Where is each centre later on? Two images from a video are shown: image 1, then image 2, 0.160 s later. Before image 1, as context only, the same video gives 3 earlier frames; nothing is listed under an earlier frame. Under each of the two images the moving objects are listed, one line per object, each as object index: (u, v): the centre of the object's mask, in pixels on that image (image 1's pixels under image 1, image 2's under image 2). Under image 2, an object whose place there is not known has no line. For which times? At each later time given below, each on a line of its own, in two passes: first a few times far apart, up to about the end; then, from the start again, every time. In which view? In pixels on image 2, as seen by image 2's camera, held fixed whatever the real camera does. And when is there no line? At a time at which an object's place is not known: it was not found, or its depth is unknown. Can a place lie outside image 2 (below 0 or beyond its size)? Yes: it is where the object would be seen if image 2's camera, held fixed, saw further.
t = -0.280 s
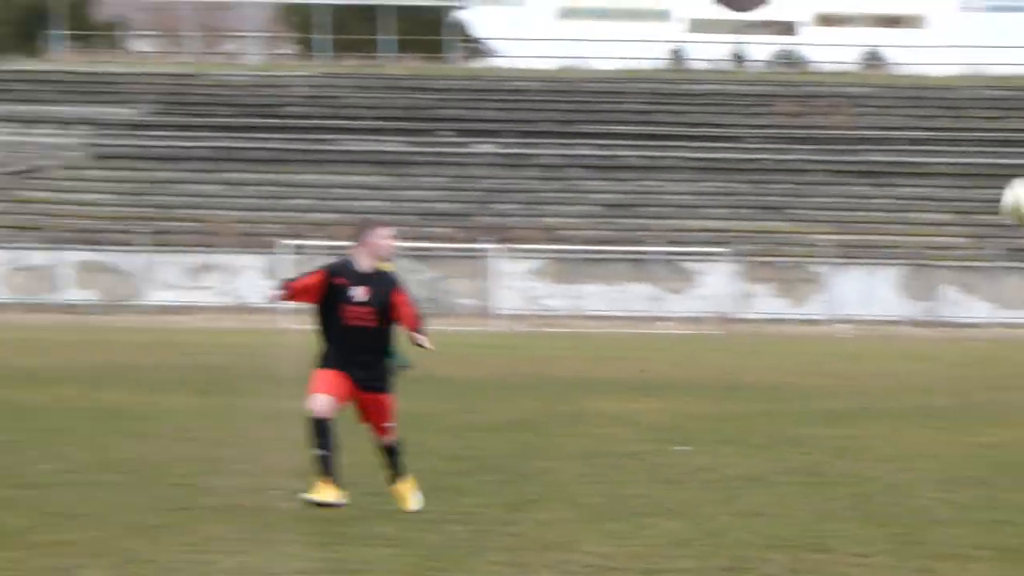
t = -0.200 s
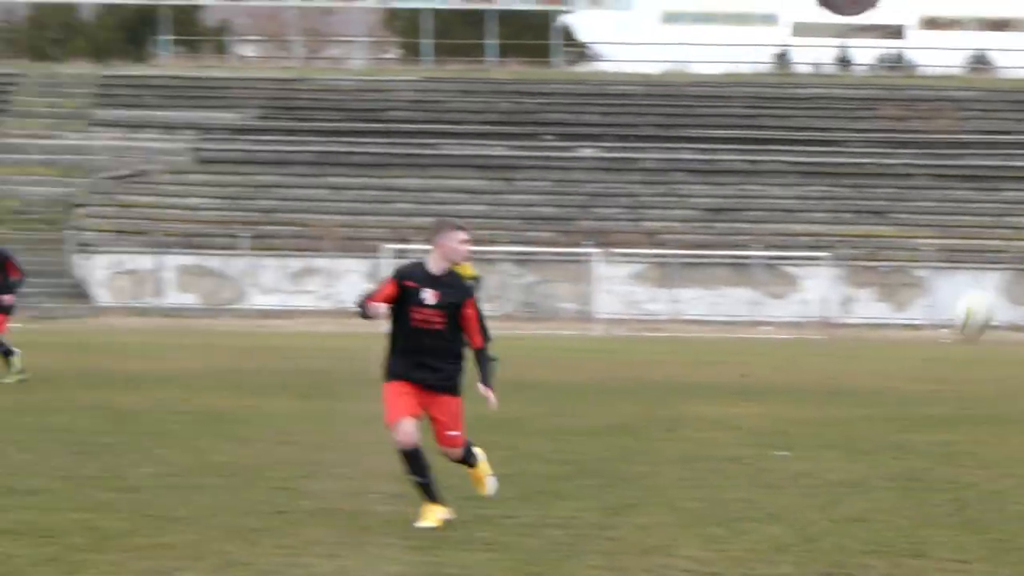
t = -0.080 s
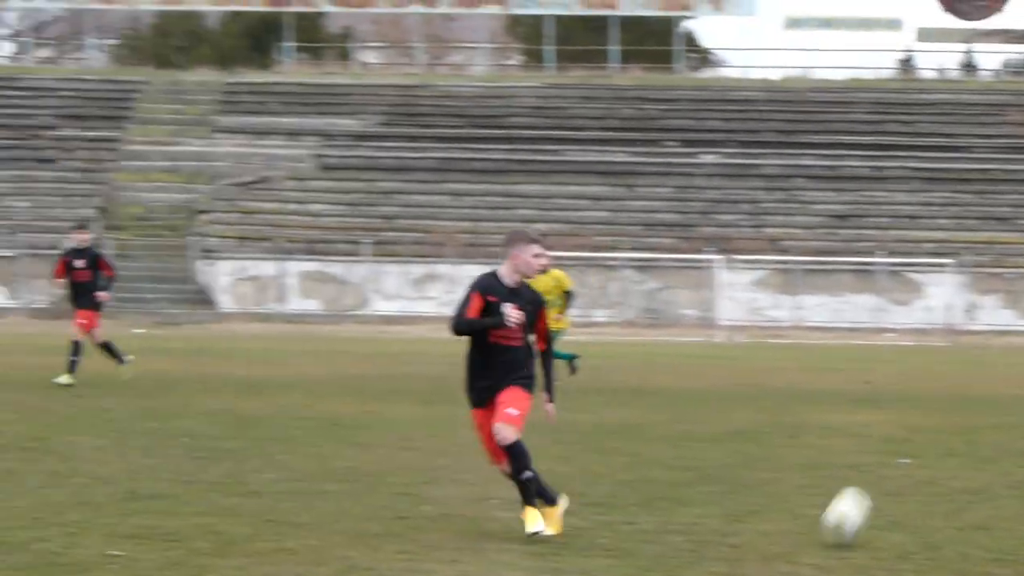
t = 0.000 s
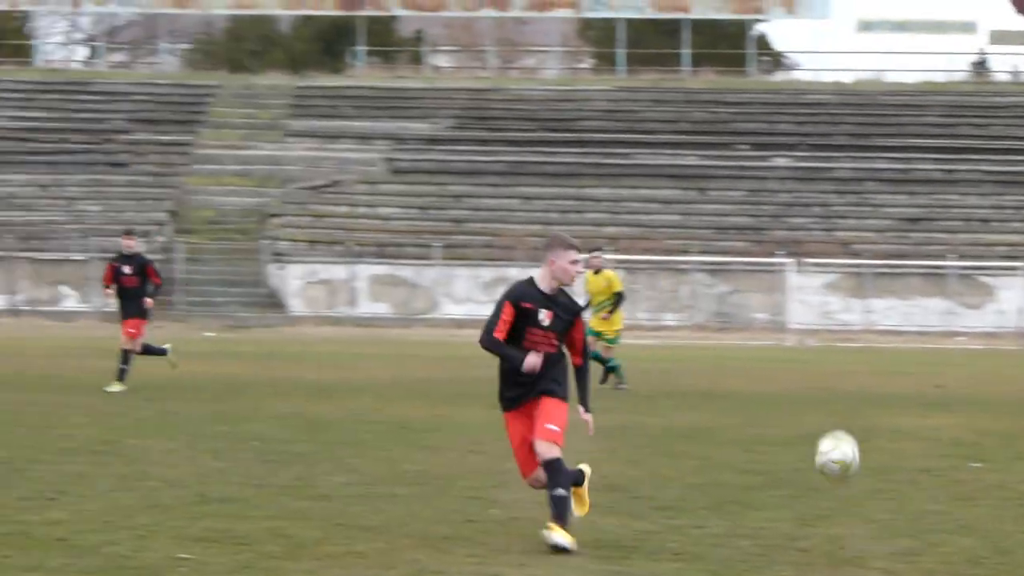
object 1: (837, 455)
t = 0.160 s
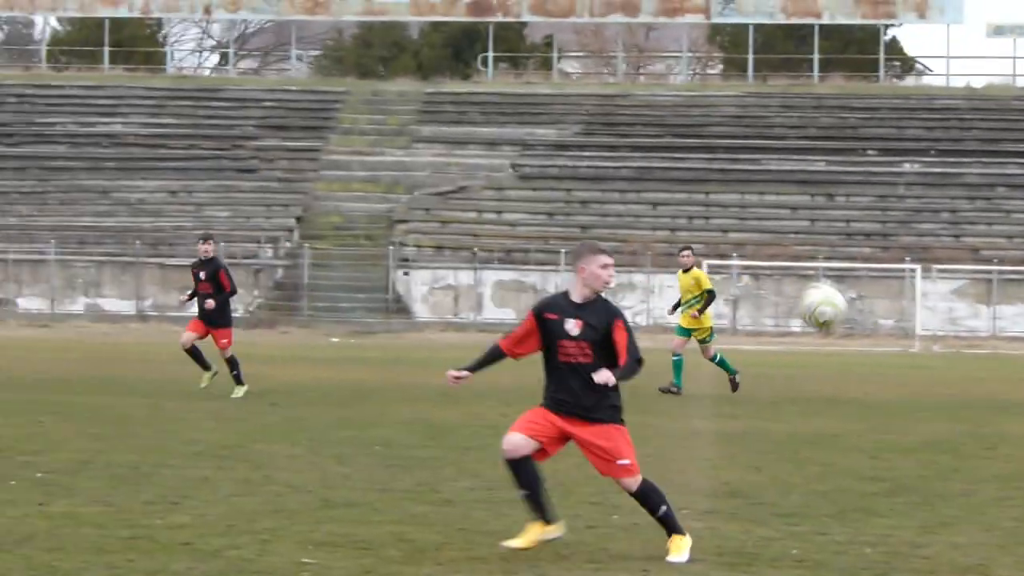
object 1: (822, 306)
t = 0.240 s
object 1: (748, 245)
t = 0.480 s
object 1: (514, 136)
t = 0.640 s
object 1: (344, 129)
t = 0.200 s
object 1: (786, 276)
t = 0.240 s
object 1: (748, 245)
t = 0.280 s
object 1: (711, 220)
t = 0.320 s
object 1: (672, 199)
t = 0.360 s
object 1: (633, 180)
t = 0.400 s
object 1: (594, 163)
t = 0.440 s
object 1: (555, 149)
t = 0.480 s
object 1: (514, 136)
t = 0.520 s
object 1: (473, 128)
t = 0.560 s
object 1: (431, 125)
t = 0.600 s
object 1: (388, 125)
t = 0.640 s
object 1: (344, 129)
